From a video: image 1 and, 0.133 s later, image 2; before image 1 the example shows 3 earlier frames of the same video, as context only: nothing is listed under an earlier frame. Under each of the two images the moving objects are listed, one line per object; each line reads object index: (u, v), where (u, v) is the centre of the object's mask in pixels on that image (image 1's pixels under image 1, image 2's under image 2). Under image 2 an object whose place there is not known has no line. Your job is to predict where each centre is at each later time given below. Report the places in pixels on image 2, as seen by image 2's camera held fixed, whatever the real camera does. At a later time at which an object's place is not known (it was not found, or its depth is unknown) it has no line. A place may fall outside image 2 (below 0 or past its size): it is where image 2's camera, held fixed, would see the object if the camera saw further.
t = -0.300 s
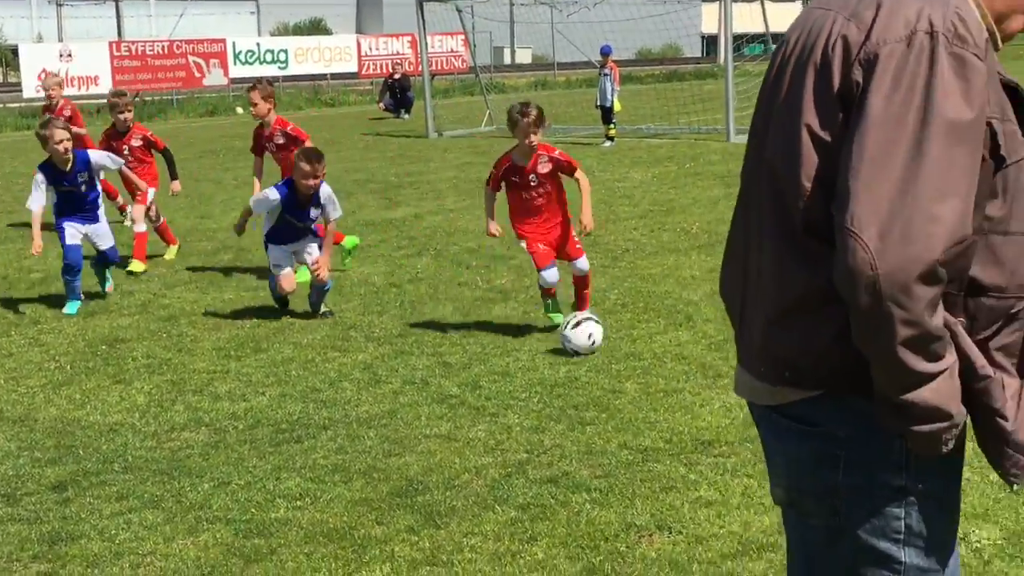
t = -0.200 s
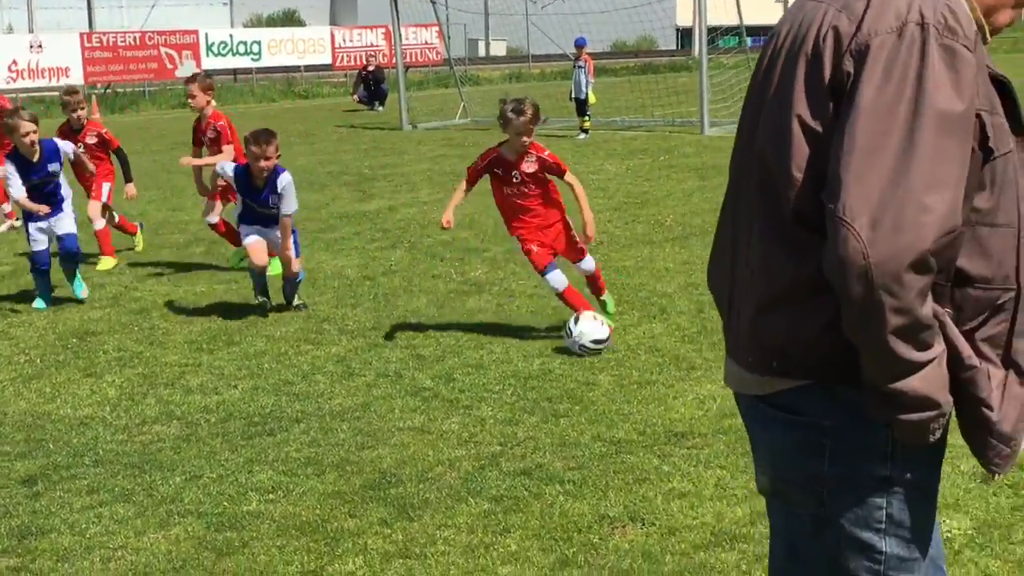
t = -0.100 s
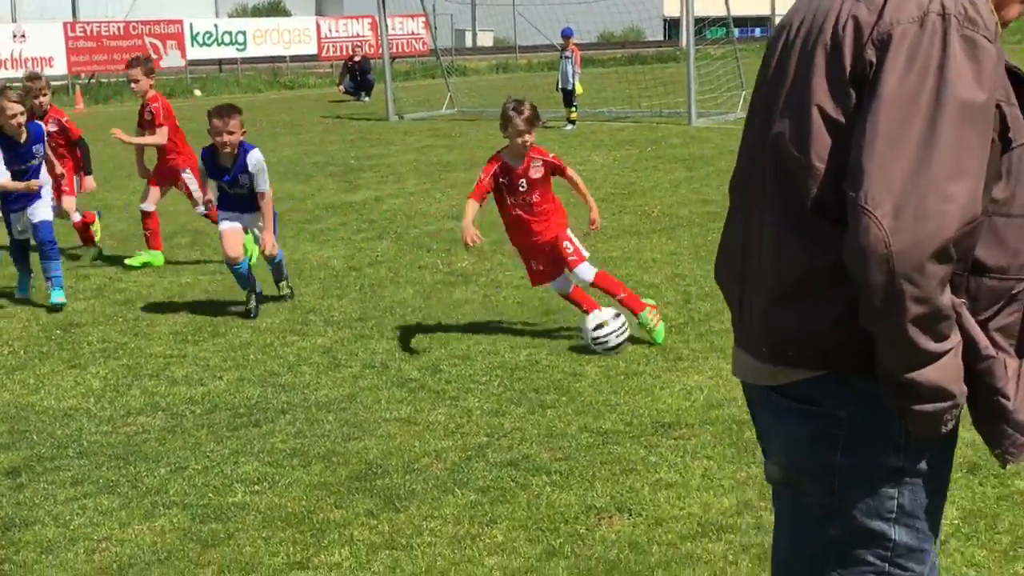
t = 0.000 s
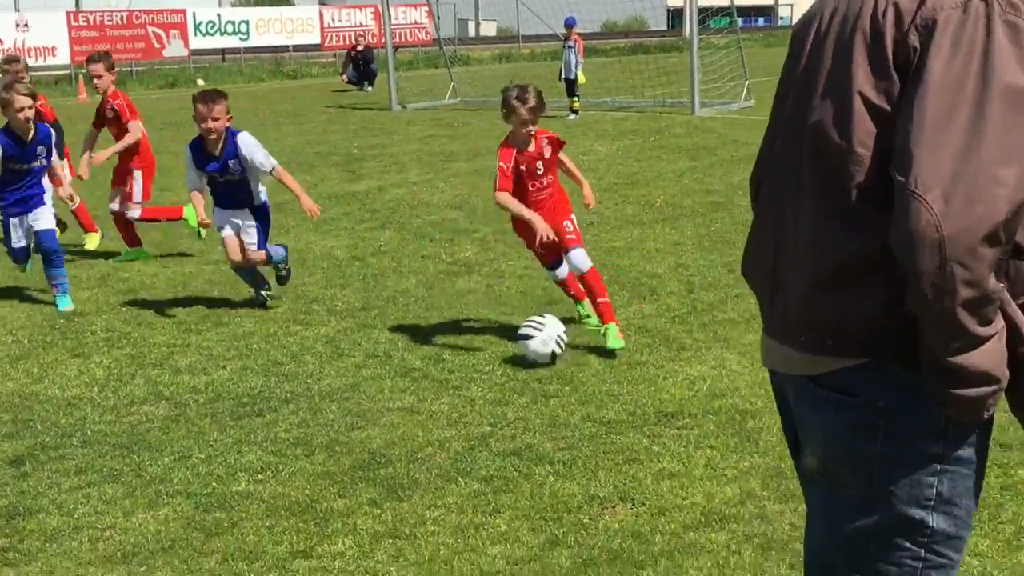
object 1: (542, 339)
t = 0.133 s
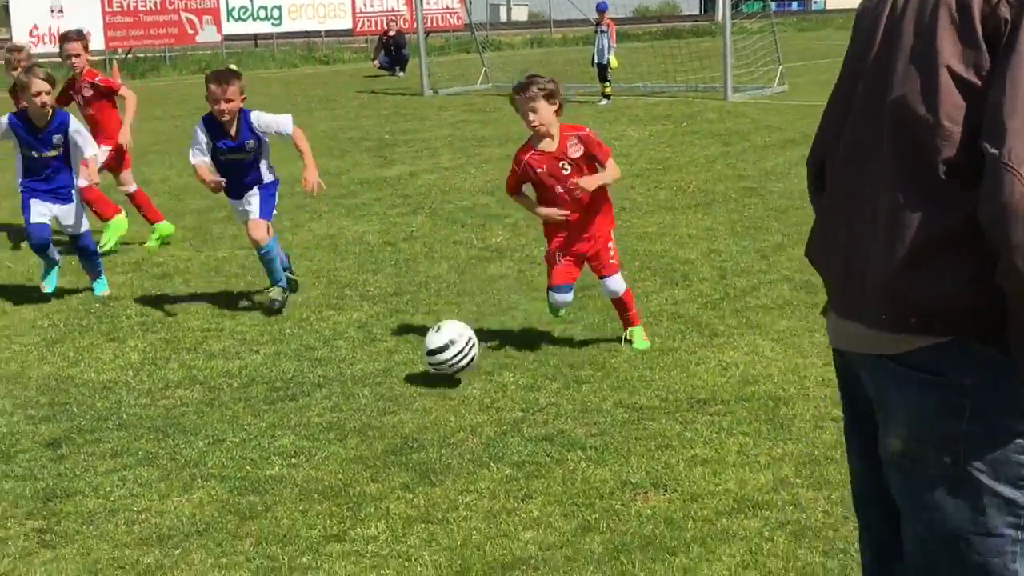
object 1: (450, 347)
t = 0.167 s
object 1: (423, 351)
